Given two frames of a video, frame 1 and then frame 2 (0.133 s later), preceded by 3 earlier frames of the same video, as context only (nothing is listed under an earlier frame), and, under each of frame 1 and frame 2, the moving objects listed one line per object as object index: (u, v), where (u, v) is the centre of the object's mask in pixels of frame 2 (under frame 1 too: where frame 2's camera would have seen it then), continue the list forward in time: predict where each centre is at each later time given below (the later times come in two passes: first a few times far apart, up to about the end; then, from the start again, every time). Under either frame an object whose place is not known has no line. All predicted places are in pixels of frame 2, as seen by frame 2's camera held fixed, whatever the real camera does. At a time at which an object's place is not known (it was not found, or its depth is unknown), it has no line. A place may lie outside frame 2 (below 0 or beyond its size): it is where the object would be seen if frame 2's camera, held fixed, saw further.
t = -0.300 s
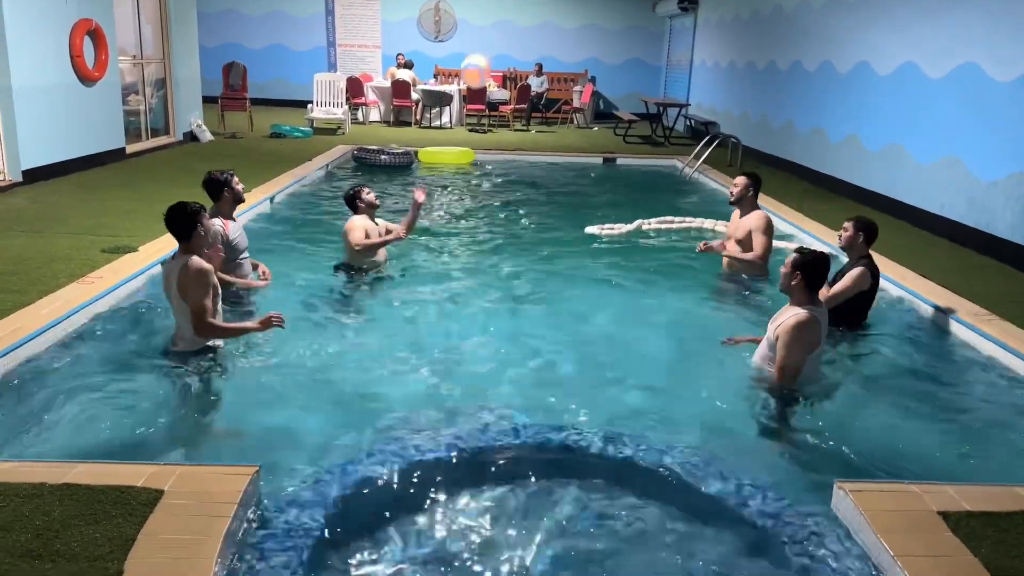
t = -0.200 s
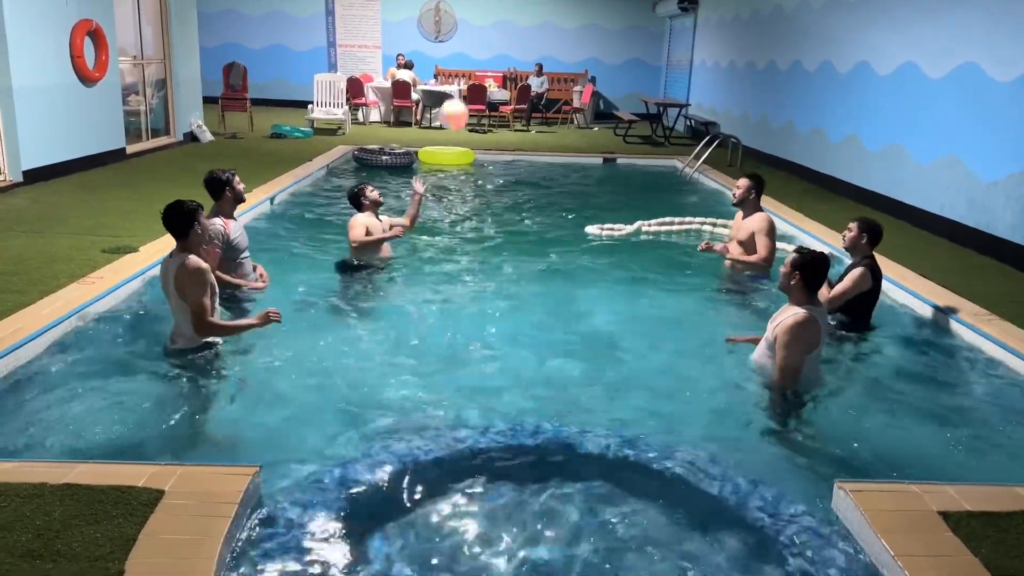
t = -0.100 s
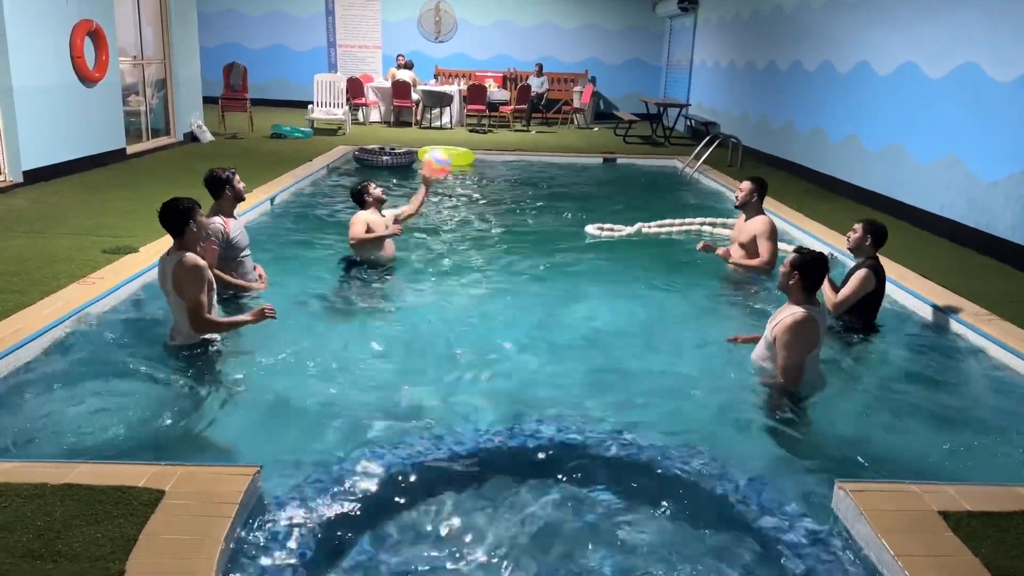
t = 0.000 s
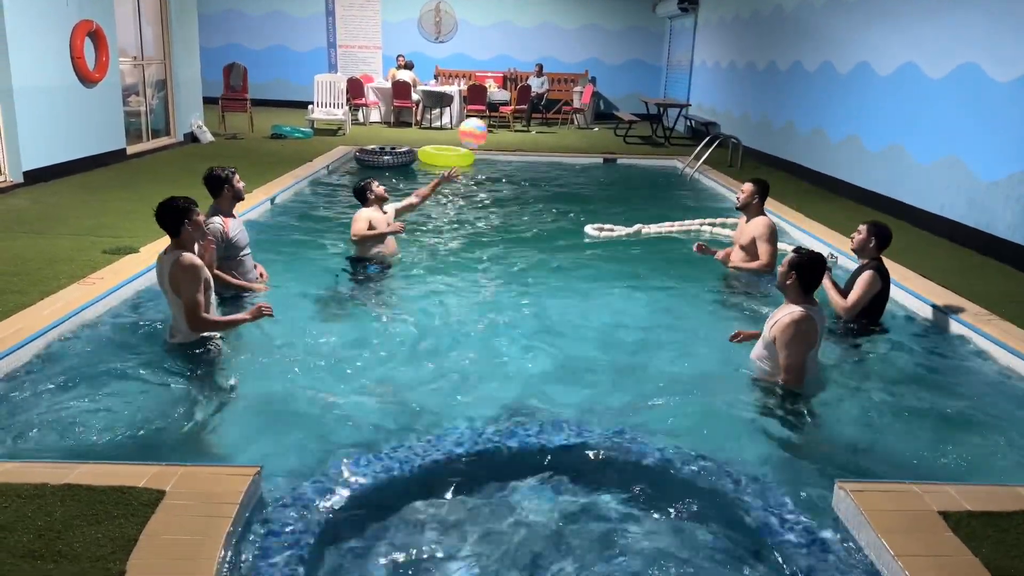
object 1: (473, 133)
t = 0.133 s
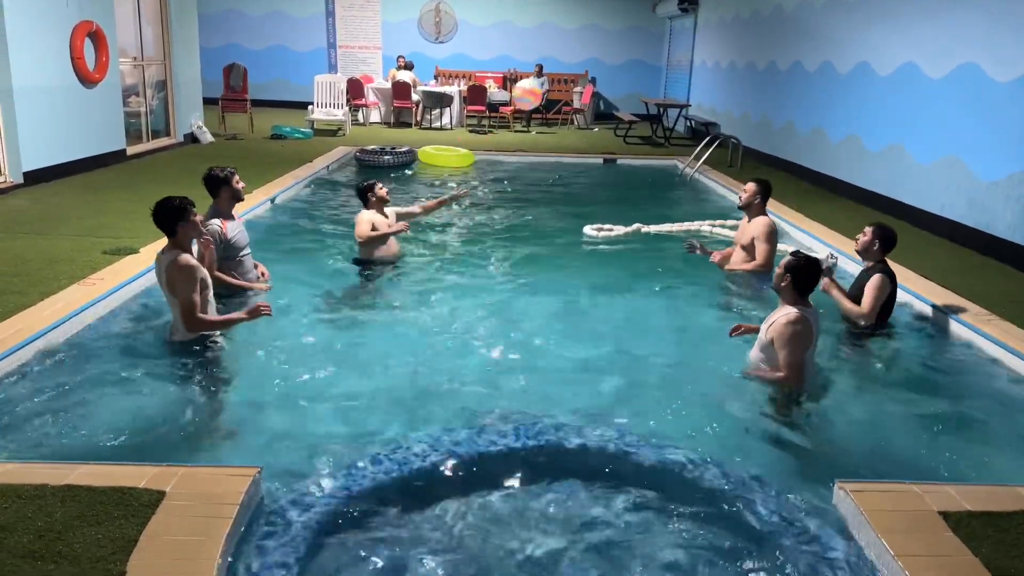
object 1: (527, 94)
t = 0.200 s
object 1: (555, 82)
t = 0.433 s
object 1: (635, 86)
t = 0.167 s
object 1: (540, 87)
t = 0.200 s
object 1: (555, 82)
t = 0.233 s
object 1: (566, 78)
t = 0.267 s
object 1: (579, 75)
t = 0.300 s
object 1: (592, 74)
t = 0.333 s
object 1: (602, 75)
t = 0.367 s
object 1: (613, 77)
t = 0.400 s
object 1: (625, 81)
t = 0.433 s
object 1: (635, 86)
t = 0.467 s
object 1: (645, 92)
